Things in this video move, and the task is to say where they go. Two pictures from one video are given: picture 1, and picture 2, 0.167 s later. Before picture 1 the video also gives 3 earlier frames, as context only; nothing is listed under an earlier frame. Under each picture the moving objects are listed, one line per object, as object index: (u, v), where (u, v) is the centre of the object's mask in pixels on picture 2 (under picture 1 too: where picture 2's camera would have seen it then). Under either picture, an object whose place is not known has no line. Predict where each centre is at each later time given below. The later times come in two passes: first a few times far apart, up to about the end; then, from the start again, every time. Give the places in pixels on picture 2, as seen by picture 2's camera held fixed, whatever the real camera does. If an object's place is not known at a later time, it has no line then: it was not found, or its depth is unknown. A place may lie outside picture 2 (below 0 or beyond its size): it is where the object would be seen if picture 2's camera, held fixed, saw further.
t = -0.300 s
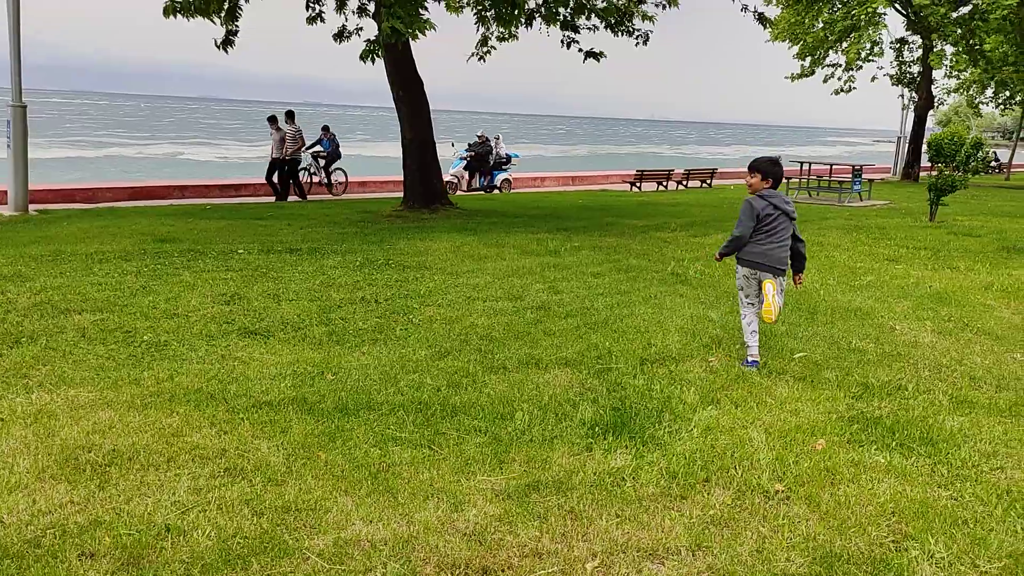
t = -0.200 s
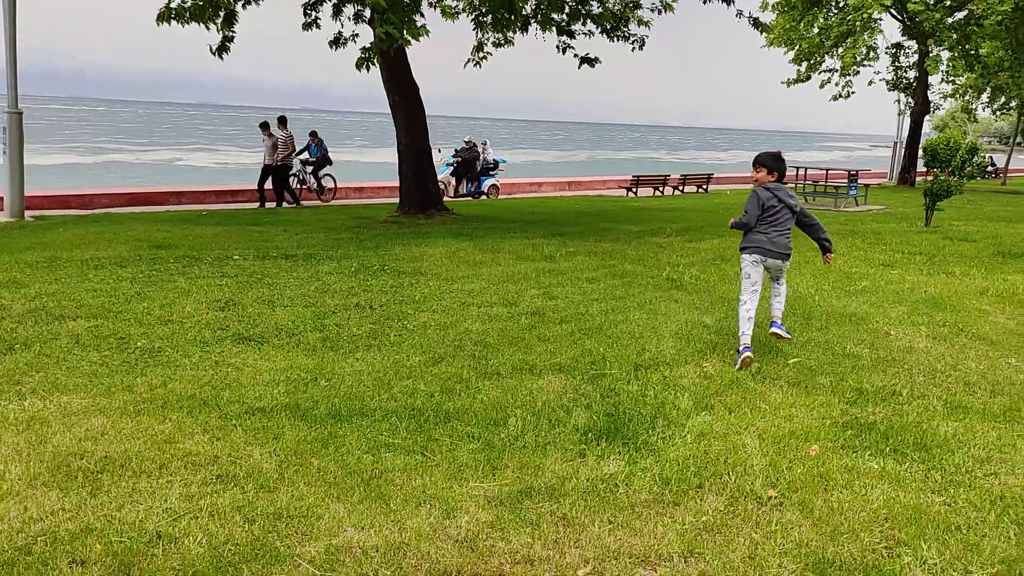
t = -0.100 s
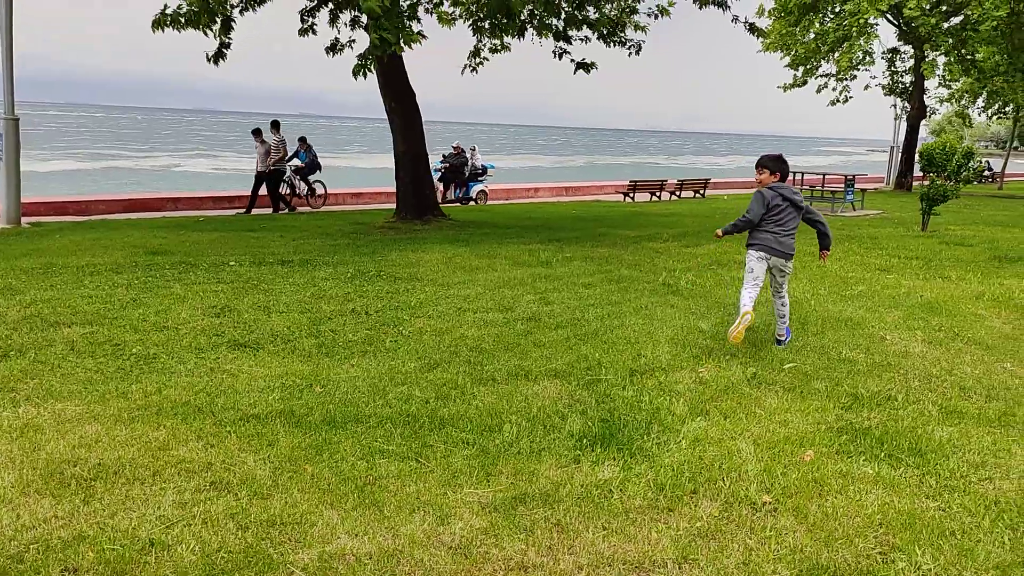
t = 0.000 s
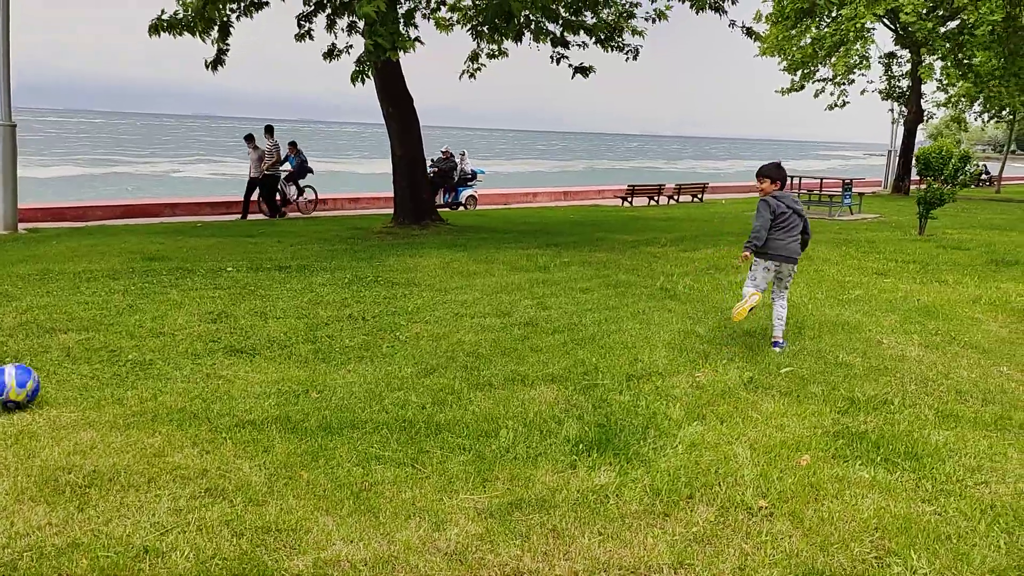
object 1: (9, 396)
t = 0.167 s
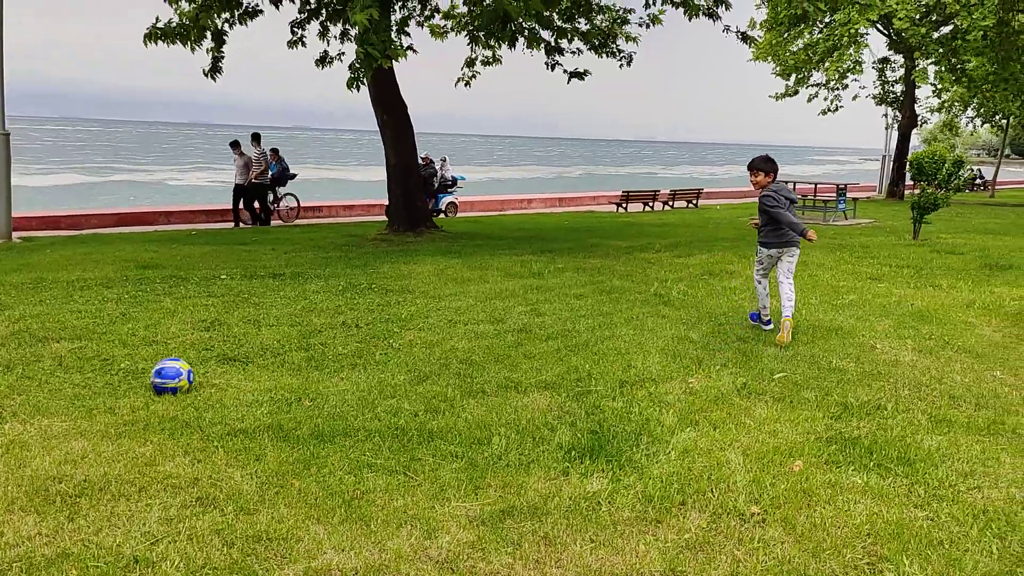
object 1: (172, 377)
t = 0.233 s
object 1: (214, 367)
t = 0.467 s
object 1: (334, 343)
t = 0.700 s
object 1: (415, 329)
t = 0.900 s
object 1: (467, 323)
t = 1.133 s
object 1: (511, 313)
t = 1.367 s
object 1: (544, 309)
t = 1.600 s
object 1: (567, 303)
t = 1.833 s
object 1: (584, 299)
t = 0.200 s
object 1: (193, 373)
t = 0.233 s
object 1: (214, 367)
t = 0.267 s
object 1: (234, 362)
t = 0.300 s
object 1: (254, 358)
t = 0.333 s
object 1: (273, 357)
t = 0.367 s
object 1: (291, 356)
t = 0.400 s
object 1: (307, 352)
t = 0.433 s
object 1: (321, 348)
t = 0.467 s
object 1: (334, 343)
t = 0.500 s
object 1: (347, 338)
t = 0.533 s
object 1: (359, 333)
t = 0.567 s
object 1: (372, 331)
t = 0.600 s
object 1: (384, 332)
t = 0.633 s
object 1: (396, 332)
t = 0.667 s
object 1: (406, 333)
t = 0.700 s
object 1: (415, 329)
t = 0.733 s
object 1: (424, 326)
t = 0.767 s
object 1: (433, 324)
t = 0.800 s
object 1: (442, 322)
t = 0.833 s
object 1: (451, 322)
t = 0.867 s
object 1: (459, 322)
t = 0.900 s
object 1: (467, 323)
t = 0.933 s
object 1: (475, 323)
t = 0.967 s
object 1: (481, 320)
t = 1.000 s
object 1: (488, 317)
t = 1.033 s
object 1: (493, 314)
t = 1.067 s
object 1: (499, 313)
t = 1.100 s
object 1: (506, 312)
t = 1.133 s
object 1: (511, 313)
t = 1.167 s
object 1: (517, 314)
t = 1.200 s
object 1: (522, 313)
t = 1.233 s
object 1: (527, 312)
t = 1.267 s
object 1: (532, 311)
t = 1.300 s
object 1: (536, 310)
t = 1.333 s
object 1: (540, 309)
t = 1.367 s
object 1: (544, 309)
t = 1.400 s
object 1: (548, 308)
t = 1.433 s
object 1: (551, 307)
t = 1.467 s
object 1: (554, 306)
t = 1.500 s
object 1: (557, 305)
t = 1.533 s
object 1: (561, 304)
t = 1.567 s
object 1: (563, 304)
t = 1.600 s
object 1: (567, 303)
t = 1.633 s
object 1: (569, 302)
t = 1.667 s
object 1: (572, 302)
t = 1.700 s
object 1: (574, 301)
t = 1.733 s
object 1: (577, 300)
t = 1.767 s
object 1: (579, 300)
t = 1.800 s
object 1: (582, 300)
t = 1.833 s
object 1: (584, 299)
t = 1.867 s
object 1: (586, 300)
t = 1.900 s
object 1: (587, 299)
